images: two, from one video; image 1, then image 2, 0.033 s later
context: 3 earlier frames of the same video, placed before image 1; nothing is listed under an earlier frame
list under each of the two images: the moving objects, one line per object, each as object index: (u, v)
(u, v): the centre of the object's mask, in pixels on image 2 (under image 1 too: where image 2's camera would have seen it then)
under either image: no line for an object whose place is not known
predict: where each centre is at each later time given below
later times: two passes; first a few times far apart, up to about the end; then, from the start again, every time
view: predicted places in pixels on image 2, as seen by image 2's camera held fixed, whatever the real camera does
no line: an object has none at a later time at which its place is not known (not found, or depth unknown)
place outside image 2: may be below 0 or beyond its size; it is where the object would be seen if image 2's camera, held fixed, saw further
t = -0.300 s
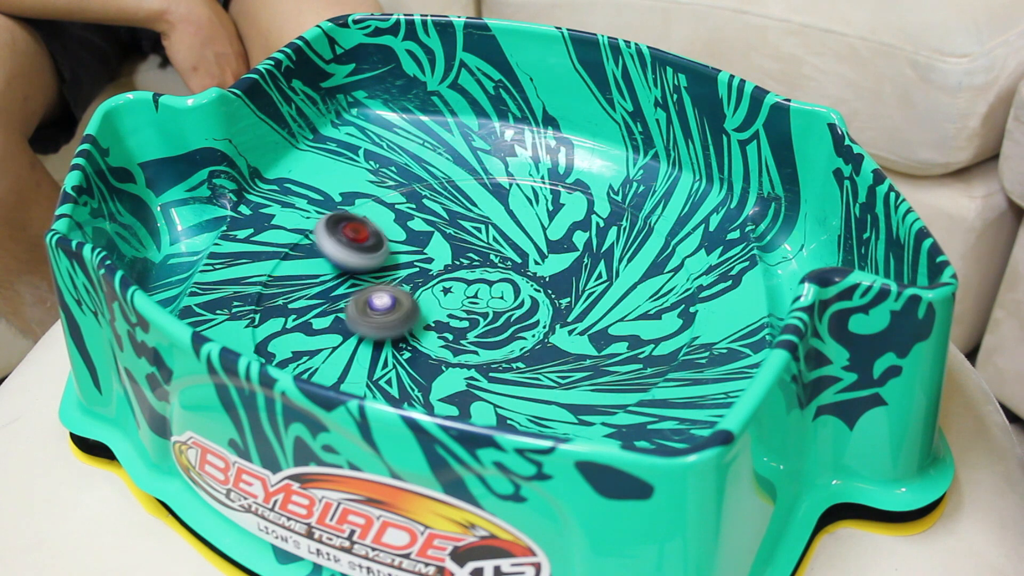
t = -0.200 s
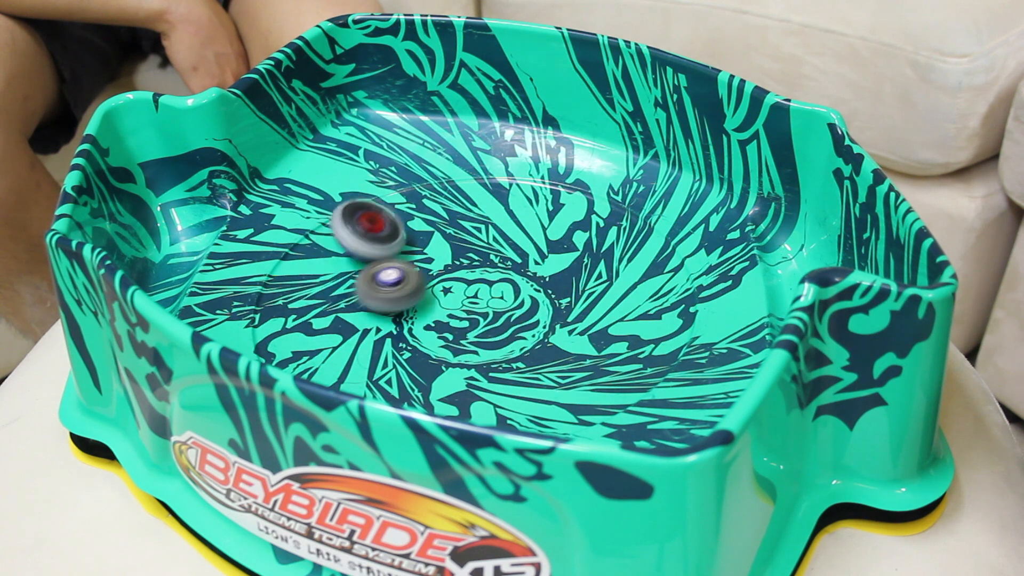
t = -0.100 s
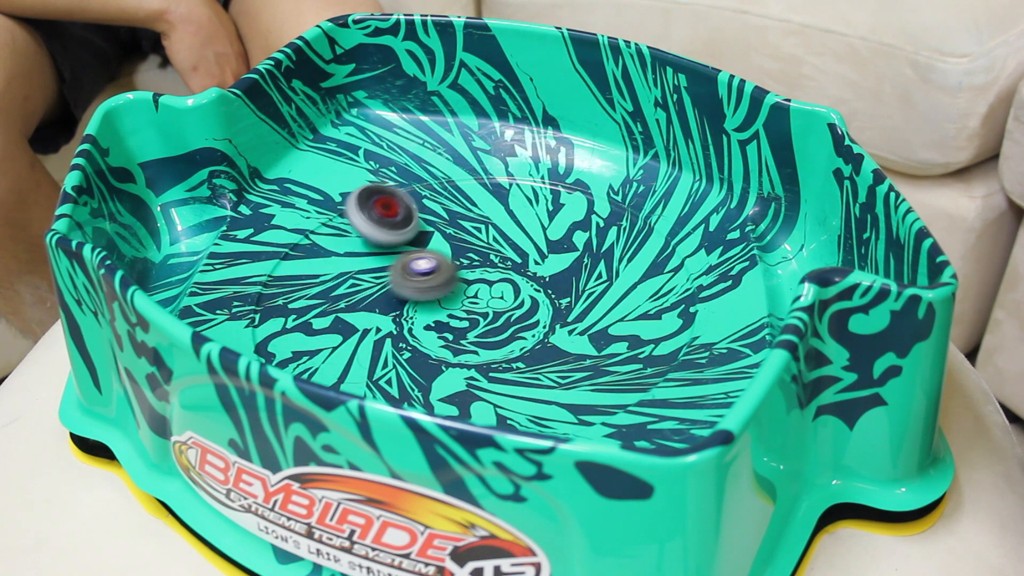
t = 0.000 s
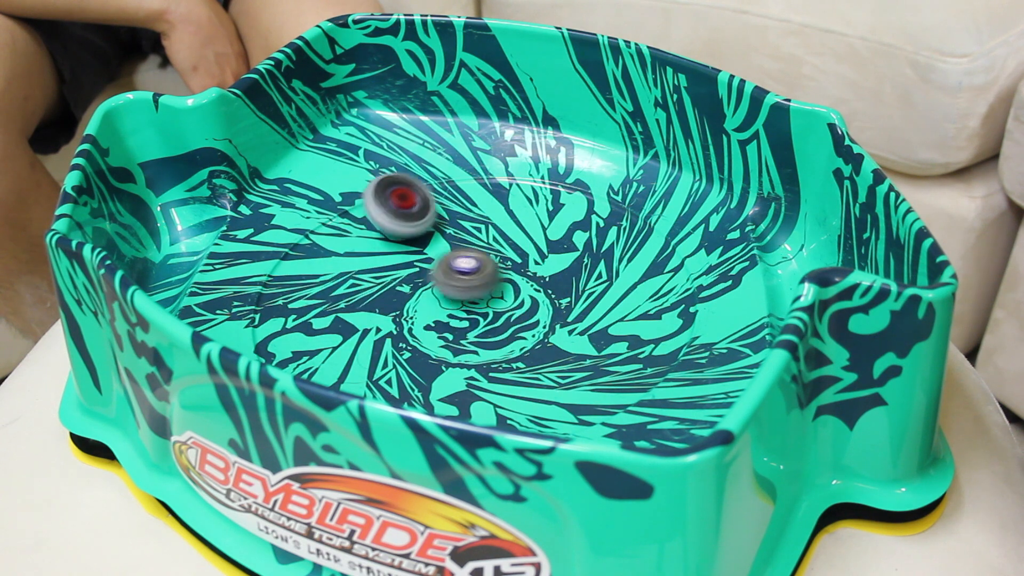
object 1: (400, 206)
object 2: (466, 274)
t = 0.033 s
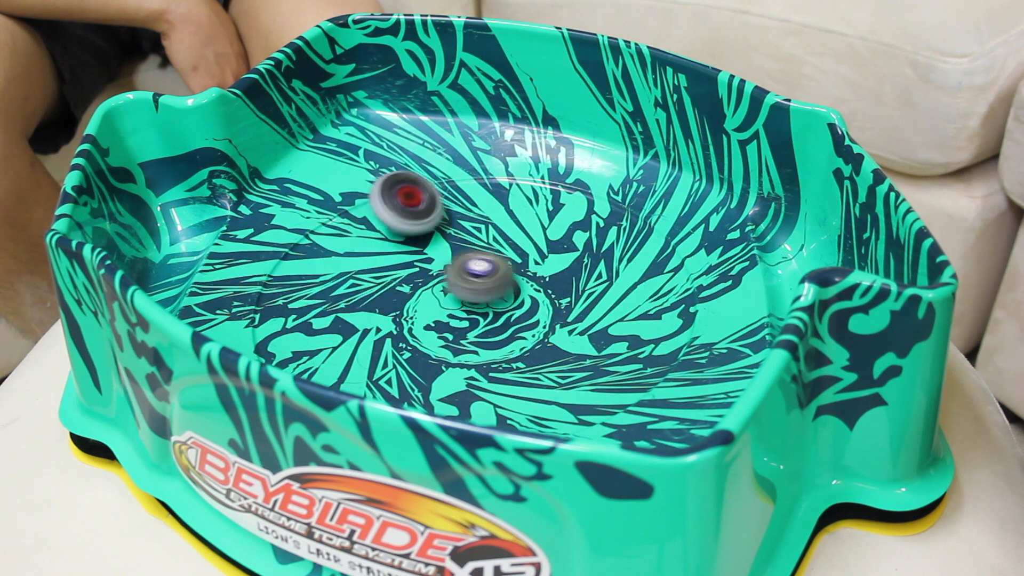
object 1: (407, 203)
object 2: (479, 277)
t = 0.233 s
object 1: (450, 198)
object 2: (525, 318)
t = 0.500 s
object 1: (517, 210)
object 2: (446, 354)
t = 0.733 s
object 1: (575, 230)
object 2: (412, 302)
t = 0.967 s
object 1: (617, 261)
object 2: (496, 264)
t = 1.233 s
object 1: (649, 317)
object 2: (534, 283)
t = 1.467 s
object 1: (629, 352)
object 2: (476, 278)
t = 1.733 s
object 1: (537, 369)
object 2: (474, 252)
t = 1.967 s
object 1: (444, 359)
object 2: (490, 266)
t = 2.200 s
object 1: (371, 336)
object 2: (455, 295)
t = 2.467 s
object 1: (315, 300)
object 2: (422, 280)
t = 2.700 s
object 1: (308, 262)
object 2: (487, 278)
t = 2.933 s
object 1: (357, 234)
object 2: (491, 321)
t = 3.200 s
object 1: (433, 219)
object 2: (415, 321)
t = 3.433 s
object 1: (500, 216)
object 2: (437, 279)
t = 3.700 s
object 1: (568, 229)
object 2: (523, 289)
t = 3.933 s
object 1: (604, 258)
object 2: (505, 335)
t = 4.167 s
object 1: (609, 300)
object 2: (424, 324)
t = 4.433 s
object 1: (571, 347)
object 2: (453, 265)
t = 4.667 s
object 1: (508, 371)
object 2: (537, 270)
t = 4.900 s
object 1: (432, 371)
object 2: (533, 322)
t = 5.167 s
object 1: (332, 345)
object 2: (487, 311)
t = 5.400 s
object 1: (303, 306)
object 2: (533, 277)
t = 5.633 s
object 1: (343, 264)
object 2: (566, 286)
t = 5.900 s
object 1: (424, 213)
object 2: (503, 300)
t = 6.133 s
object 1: (456, 182)
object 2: (458, 266)
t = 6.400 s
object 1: (412, 206)
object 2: (496, 244)
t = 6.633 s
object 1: (406, 244)
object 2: (498, 283)
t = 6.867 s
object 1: (389, 219)
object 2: (533, 387)
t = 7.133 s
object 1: (413, 224)
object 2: (466, 399)
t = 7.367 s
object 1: (442, 253)
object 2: (371, 354)
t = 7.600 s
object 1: (479, 275)
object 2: (367, 283)
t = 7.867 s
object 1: (506, 296)
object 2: (408, 220)
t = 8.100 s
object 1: (482, 303)
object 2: (509, 226)
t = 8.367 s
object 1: (456, 298)
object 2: (553, 303)
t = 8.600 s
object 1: (448, 287)
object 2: (476, 364)
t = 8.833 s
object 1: (454, 276)
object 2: (362, 357)
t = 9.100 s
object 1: (472, 272)
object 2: (356, 285)
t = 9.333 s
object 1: (501, 284)
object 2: (439, 238)
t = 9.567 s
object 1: (525, 308)
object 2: (510, 225)
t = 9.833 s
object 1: (507, 308)
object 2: (579, 284)
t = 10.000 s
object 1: (469, 308)
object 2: (585, 332)
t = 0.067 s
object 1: (414, 201)
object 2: (493, 282)
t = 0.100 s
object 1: (421, 200)
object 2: (503, 287)
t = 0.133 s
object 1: (427, 199)
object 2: (513, 294)
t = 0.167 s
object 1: (435, 198)
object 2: (520, 301)
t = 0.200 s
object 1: (443, 198)
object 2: (524, 309)
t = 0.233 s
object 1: (450, 198)
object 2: (525, 318)
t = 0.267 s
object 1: (459, 199)
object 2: (524, 326)
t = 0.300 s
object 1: (467, 199)
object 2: (518, 335)
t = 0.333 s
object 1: (475, 201)
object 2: (510, 342)
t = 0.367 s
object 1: (483, 203)
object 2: (500, 348)
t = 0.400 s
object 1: (491, 204)
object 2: (488, 352)
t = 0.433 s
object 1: (500, 206)
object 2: (474, 355)
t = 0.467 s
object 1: (508, 208)
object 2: (459, 355)
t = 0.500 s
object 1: (517, 210)
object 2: (446, 354)
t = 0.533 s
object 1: (526, 212)
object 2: (433, 350)
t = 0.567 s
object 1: (534, 215)
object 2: (423, 345)
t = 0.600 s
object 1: (543, 217)
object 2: (415, 339)
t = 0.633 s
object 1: (552, 220)
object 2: (409, 330)
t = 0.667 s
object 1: (560, 223)
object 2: (407, 321)
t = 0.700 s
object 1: (568, 226)
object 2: (407, 312)
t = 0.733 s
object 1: (575, 230)
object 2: (412, 302)
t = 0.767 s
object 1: (582, 233)
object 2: (418, 294)
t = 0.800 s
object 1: (590, 237)
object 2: (427, 286)
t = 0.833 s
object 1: (596, 242)
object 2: (439, 279)
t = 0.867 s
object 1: (602, 246)
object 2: (452, 273)
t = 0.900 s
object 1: (607, 251)
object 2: (466, 269)
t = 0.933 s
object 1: (613, 256)
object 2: (481, 266)
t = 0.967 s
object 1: (617, 261)
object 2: (496, 264)
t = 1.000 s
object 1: (620, 266)
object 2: (511, 265)
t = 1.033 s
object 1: (623, 272)
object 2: (526, 267)
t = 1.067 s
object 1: (625, 278)
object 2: (539, 270)
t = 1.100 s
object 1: (626, 284)
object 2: (550, 275)
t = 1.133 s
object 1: (628, 290)
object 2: (557, 280)
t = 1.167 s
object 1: (638, 301)
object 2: (550, 281)
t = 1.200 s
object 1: (646, 309)
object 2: (542, 281)
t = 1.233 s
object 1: (649, 317)
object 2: (534, 283)
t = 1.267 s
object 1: (651, 323)
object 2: (526, 285)
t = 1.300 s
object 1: (651, 329)
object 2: (518, 286)
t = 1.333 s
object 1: (650, 334)
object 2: (509, 287)
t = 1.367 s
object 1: (646, 339)
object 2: (500, 286)
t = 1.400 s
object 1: (642, 344)
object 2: (492, 284)
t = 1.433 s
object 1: (635, 348)
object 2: (484, 282)
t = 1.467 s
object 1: (629, 352)
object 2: (476, 278)
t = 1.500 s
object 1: (620, 356)
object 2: (471, 275)
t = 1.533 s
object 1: (611, 359)
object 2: (467, 271)
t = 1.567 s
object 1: (601, 362)
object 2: (465, 266)
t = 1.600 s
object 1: (589, 364)
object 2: (465, 262)
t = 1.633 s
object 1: (577, 366)
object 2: (466, 259)
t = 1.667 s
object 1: (564, 366)
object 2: (468, 255)
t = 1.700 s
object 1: (550, 368)
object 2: (470, 253)
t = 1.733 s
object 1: (537, 369)
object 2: (474, 252)
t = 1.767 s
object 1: (523, 368)
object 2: (478, 251)
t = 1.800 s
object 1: (511, 367)
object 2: (481, 252)
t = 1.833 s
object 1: (497, 366)
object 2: (483, 254)
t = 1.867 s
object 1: (483, 365)
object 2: (486, 256)
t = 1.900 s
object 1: (469, 363)
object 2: (488, 259)
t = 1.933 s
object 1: (456, 361)
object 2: (490, 262)
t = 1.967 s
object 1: (444, 359)
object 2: (490, 266)
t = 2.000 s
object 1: (433, 357)
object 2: (488, 271)
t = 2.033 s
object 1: (420, 353)
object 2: (485, 276)
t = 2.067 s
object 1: (411, 350)
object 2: (482, 280)
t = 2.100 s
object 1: (400, 347)
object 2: (476, 285)
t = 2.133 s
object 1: (389, 344)
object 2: (470, 288)
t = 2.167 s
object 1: (380, 341)
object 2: (463, 292)
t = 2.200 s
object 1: (371, 336)
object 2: (455, 295)
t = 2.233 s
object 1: (364, 331)
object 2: (446, 298)
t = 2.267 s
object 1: (358, 328)
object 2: (437, 299)
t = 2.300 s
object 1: (351, 323)
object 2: (427, 299)
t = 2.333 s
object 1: (345, 318)
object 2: (419, 298)
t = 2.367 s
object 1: (340, 314)
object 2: (412, 296)
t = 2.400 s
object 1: (333, 309)
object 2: (410, 292)
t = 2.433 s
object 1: (323, 305)
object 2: (416, 285)
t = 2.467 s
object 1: (315, 300)
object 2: (422, 280)
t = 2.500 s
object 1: (309, 295)
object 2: (431, 276)
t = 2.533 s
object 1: (305, 289)
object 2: (439, 273)
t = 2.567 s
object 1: (303, 284)
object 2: (450, 272)
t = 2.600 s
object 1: (302, 278)
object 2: (459, 271)
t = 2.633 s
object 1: (303, 272)
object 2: (469, 273)
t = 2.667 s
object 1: (305, 268)
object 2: (478, 275)
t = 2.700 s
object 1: (308, 262)
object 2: (487, 278)
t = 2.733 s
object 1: (313, 258)
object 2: (495, 283)
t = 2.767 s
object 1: (319, 253)
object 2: (500, 289)
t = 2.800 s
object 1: (325, 248)
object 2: (503, 296)
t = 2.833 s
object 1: (332, 244)
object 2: (503, 302)
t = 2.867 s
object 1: (340, 240)
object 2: (502, 309)
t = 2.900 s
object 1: (348, 237)
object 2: (497, 316)
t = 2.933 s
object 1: (357, 234)
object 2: (491, 321)
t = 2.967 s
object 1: (366, 231)
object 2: (483, 326)
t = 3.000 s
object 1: (376, 228)
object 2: (474, 330)
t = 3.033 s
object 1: (385, 227)
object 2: (463, 333)
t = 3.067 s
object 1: (396, 224)
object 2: (451, 334)
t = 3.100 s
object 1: (404, 223)
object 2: (440, 333)
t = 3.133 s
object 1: (414, 222)
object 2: (430, 330)
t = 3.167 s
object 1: (424, 220)
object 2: (422, 327)
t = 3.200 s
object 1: (433, 219)
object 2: (415, 321)
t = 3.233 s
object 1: (442, 218)
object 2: (411, 316)
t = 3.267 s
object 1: (452, 217)
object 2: (410, 308)
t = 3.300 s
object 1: (462, 217)
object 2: (411, 301)
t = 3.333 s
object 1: (471, 216)
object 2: (413, 295)
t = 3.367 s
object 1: (481, 216)
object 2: (419, 289)
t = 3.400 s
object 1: (490, 216)
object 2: (427, 284)
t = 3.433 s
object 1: (500, 216)
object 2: (437, 279)
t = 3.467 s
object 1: (510, 216)
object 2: (448, 275)
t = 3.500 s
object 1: (519, 217)
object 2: (461, 273)
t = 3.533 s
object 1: (528, 218)
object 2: (473, 272)
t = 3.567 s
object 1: (537, 220)
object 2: (485, 273)
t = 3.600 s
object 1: (545, 221)
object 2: (496, 275)
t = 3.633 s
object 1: (553, 224)
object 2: (507, 278)
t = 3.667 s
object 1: (561, 226)
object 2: (516, 283)
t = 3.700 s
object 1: (568, 229)
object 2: (523, 289)
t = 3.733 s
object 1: (575, 232)
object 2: (528, 295)
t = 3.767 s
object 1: (581, 236)
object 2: (532, 303)
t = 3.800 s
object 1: (586, 239)
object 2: (531, 310)
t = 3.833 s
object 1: (592, 243)
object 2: (528, 317)
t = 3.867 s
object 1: (596, 248)
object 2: (522, 324)
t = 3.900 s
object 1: (600, 253)
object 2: (514, 330)
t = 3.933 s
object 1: (604, 258)
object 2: (505, 335)
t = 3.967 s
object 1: (607, 264)
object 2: (492, 339)
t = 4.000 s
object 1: (609, 269)
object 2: (480, 341)
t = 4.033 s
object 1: (610, 275)
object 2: (467, 340)
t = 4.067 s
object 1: (611, 282)
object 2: (453, 339)
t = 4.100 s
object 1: (611, 287)
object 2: (441, 336)
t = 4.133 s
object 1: (610, 294)
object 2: (431, 331)
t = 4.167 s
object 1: (609, 300)
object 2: (424, 324)
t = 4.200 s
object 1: (607, 307)
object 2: (418, 316)
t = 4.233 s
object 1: (604, 313)
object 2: (416, 308)
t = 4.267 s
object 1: (600, 319)
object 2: (416, 300)
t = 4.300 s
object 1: (596, 325)
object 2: (419, 292)
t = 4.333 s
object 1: (590, 331)
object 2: (424, 284)
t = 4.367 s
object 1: (584, 337)
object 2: (433, 277)
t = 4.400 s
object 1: (578, 342)
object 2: (442, 271)
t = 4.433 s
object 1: (571, 347)
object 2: (453, 265)
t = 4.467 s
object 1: (565, 352)
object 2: (465, 262)
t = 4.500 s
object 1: (557, 356)
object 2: (477, 260)
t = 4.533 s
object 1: (548, 360)
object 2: (490, 258)
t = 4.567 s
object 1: (538, 363)
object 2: (503, 259)
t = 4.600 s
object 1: (528, 367)
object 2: (515, 261)
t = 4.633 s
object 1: (519, 369)
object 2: (527, 265)
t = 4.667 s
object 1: (508, 371)
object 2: (537, 270)
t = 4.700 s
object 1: (498, 373)
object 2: (544, 276)
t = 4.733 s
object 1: (486, 374)
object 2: (548, 283)
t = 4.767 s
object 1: (474, 374)
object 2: (551, 290)
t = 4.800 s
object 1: (463, 375)
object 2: (552, 299)
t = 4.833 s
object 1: (453, 374)
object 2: (548, 306)
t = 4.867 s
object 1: (443, 372)
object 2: (542, 314)
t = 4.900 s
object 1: (432, 371)
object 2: (533, 322)
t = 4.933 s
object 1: (422, 367)
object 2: (521, 329)
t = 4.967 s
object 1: (413, 364)
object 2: (509, 333)
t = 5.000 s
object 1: (404, 362)
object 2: (494, 337)
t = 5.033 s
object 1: (395, 358)
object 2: (479, 338)
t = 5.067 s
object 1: (384, 353)
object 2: (467, 337)
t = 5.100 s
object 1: (364, 351)
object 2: (475, 328)
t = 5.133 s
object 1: (345, 348)
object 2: (482, 320)
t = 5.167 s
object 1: (332, 345)
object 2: (487, 311)
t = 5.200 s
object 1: (322, 341)
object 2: (492, 304)
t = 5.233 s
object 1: (314, 336)
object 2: (497, 298)
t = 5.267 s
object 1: (308, 330)
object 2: (503, 292)
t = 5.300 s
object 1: (305, 325)
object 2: (510, 288)
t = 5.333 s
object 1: (302, 319)
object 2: (517, 283)
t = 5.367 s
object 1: (302, 313)
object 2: (525, 280)
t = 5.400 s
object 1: (303, 306)
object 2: (533, 277)
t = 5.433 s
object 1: (306, 300)
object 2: (541, 275)
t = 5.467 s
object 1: (310, 293)
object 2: (547, 275)
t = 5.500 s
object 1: (315, 287)
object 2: (554, 275)
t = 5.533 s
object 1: (321, 280)
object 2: (560, 276)
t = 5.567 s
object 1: (328, 275)
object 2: (564, 279)
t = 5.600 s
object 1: (335, 270)
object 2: (566, 282)
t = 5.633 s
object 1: (343, 264)
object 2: (566, 286)
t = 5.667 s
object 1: (352, 258)
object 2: (563, 290)
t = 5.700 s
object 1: (362, 252)
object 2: (559, 294)
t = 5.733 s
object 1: (371, 245)
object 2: (552, 297)
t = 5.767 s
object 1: (384, 239)
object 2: (545, 299)
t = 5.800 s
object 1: (393, 233)
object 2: (536, 301)
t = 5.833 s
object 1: (403, 225)
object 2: (525, 302)
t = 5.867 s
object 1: (415, 218)
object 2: (514, 302)
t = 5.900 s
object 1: (424, 213)
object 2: (503, 300)
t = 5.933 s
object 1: (433, 206)
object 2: (494, 298)
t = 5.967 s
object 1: (440, 200)
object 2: (484, 294)
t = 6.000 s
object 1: (448, 194)
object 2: (474, 289)
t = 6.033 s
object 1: (454, 189)
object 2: (468, 284)
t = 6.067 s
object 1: (456, 185)
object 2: (463, 278)
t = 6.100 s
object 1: (457, 183)
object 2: (459, 272)
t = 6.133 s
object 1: (456, 182)
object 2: (458, 266)
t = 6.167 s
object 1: (453, 182)
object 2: (459, 260)
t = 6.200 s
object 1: (448, 184)
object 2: (461, 255)
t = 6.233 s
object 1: (439, 188)
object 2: (465, 251)
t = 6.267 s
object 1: (433, 190)
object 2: (469, 246)
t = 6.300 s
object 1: (427, 194)
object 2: (475, 243)
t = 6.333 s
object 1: (421, 198)
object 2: (481, 242)
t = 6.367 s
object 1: (416, 203)
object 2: (488, 242)
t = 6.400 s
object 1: (412, 206)
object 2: (496, 244)
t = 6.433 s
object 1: (408, 213)
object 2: (502, 247)
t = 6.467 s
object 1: (405, 217)
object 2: (506, 251)
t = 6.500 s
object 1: (404, 224)
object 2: (509, 256)
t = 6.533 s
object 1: (404, 229)
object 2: (510, 262)
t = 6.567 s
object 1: (404, 234)
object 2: (508, 269)
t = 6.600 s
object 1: (405, 240)
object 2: (504, 276)
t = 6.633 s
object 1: (406, 244)
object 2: (498, 283)
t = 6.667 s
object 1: (408, 249)
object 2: (491, 289)
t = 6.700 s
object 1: (411, 253)
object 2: (481, 293)
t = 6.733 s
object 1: (413, 255)
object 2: (470, 299)
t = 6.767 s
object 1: (406, 247)
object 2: (486, 324)
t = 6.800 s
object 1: (396, 235)
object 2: (504, 350)
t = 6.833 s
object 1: (391, 226)
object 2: (519, 369)
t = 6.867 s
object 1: (389, 219)
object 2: (533, 387)
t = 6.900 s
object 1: (390, 215)
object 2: (542, 403)
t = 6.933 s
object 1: (393, 213)
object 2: (546, 410)
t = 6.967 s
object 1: (396, 212)
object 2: (543, 412)
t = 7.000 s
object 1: (398, 213)
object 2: (533, 413)
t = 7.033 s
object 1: (401, 215)
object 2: (519, 411)
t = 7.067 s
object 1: (405, 217)
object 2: (500, 407)
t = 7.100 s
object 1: (409, 220)
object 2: (485, 403)
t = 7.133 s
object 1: (413, 224)
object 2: (466, 399)
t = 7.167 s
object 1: (417, 227)
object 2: (450, 395)
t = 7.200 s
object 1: (421, 231)
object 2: (434, 390)
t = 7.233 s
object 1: (425, 236)
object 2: (416, 383)
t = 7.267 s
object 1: (430, 240)
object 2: (402, 378)
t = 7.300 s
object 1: (434, 244)
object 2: (391, 373)
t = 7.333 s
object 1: (438, 249)
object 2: (379, 364)
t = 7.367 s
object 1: (442, 253)
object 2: (371, 354)
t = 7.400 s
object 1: (446, 257)
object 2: (367, 343)
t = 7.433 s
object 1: (449, 261)
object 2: (366, 331)
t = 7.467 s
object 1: (452, 265)
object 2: (368, 321)
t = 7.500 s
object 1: (455, 269)
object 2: (372, 311)
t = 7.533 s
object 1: (457, 273)
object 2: (379, 300)
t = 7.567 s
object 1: (466, 276)
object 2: (378, 291)
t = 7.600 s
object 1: (479, 275)
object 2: (367, 283)
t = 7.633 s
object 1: (492, 279)
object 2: (362, 275)
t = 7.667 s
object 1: (501, 281)
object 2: (360, 265)
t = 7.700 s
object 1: (507, 284)
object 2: (362, 256)
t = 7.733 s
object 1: (510, 288)
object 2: (367, 248)
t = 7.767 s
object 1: (511, 290)
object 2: (375, 240)
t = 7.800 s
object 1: (510, 293)
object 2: (385, 232)
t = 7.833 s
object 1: (508, 295)
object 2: (396, 226)
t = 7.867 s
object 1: (506, 296)
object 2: (408, 220)
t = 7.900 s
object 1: (503, 298)
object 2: (423, 216)
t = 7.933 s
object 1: (501, 299)
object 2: (435, 214)
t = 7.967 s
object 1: (497, 301)
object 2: (451, 212)
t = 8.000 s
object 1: (493, 301)
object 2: (466, 214)
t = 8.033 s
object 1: (489, 302)
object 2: (482, 216)
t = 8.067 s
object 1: (486, 303)
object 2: (496, 220)
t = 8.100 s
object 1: (482, 303)
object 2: (509, 226)
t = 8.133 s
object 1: (479, 303)
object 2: (522, 233)
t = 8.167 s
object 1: (475, 303)
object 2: (532, 241)
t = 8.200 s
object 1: (470, 302)
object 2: (542, 251)
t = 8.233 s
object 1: (467, 302)
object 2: (548, 260)
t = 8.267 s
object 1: (464, 301)
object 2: (553, 270)
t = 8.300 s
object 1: (462, 301)
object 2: (554, 281)
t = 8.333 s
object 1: (458, 299)
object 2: (556, 292)
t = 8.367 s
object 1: (456, 298)
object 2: (553, 303)
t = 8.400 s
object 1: (454, 296)
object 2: (548, 314)
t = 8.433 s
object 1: (452, 295)
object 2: (541, 325)
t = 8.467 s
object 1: (451, 293)
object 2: (532, 334)
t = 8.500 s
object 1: (449, 292)
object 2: (520, 344)
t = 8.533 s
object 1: (449, 290)
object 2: (508, 352)
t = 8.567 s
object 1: (448, 288)
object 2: (493, 358)
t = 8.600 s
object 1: (448, 287)
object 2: (476, 364)
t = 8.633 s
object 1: (448, 285)
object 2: (459, 369)
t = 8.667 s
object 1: (448, 283)
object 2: (443, 371)
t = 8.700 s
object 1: (449, 281)
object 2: (425, 372)
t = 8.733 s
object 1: (450, 280)
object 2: (407, 371)
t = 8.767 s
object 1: (451, 279)
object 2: (394, 369)
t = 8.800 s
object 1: (452, 277)
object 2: (378, 364)
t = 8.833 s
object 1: (454, 276)
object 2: (362, 357)
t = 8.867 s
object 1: (455, 275)
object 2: (351, 349)
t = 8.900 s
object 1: (457, 274)
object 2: (343, 340)
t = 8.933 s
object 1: (460, 274)
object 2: (338, 330)
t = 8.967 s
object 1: (462, 273)
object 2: (336, 321)
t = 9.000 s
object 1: (464, 273)
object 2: (337, 312)
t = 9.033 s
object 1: (467, 272)
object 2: (342, 302)
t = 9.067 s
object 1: (469, 272)
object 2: (348, 292)
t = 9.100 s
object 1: (472, 272)
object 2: (356, 285)
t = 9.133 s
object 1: (475, 272)
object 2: (367, 276)
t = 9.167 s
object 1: (477, 272)
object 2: (380, 269)
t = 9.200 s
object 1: (480, 272)
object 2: (394, 263)
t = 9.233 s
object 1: (483, 273)
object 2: (408, 258)
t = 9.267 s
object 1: (485, 274)
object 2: (422, 253)
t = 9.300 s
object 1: (489, 276)
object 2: (432, 248)
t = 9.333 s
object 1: (501, 284)
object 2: (439, 238)
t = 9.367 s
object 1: (511, 290)
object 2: (444, 230)
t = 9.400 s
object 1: (518, 296)
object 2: (451, 224)
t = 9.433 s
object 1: (522, 300)
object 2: (461, 221)
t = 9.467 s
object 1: (525, 303)
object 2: (470, 220)
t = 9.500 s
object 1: (526, 305)
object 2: (483, 220)
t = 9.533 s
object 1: (526, 307)
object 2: (496, 222)
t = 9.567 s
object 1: (525, 308)
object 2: (510, 225)
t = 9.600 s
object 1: (524, 309)
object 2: (524, 229)
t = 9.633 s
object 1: (522, 309)
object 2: (537, 234)
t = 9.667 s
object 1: (519, 308)
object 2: (547, 240)
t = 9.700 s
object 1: (517, 308)
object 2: (558, 248)
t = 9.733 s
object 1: (515, 308)
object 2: (566, 256)
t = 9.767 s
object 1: (512, 308)
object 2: (572, 265)
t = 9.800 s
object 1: (509, 308)
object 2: (577, 274)
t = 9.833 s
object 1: (507, 308)
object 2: (579, 284)
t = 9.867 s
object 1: (504, 307)
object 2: (579, 294)
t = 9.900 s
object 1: (500, 308)
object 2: (582, 303)
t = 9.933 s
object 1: (488, 308)
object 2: (588, 312)
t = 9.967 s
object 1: (478, 307)
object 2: (589, 321)
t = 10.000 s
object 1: (469, 308)
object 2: (585, 332)
